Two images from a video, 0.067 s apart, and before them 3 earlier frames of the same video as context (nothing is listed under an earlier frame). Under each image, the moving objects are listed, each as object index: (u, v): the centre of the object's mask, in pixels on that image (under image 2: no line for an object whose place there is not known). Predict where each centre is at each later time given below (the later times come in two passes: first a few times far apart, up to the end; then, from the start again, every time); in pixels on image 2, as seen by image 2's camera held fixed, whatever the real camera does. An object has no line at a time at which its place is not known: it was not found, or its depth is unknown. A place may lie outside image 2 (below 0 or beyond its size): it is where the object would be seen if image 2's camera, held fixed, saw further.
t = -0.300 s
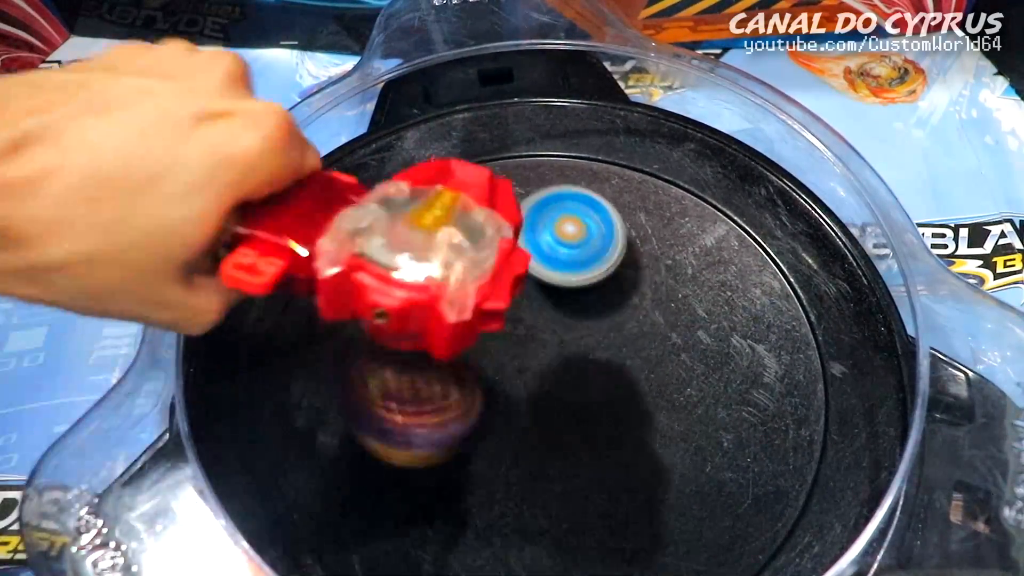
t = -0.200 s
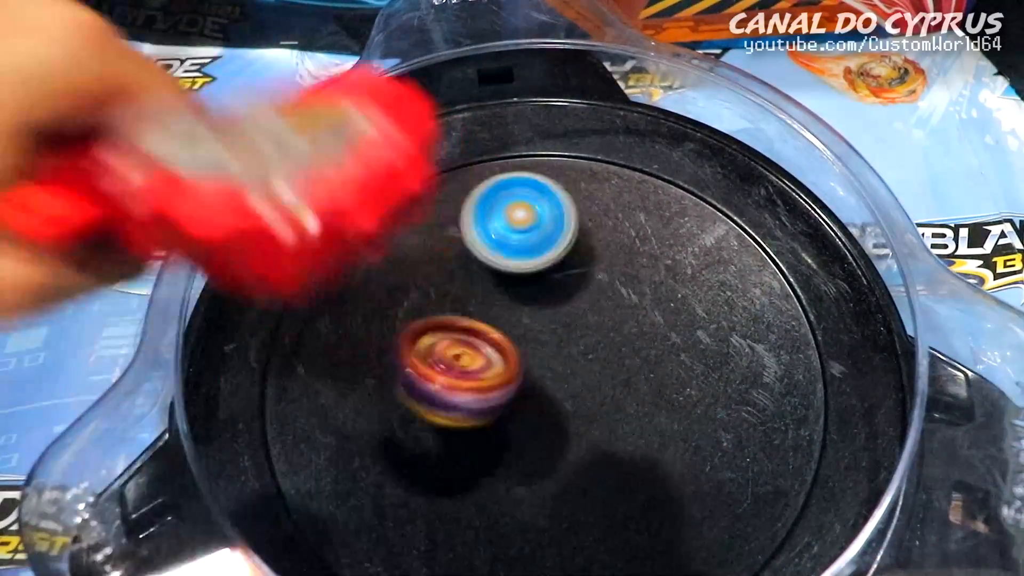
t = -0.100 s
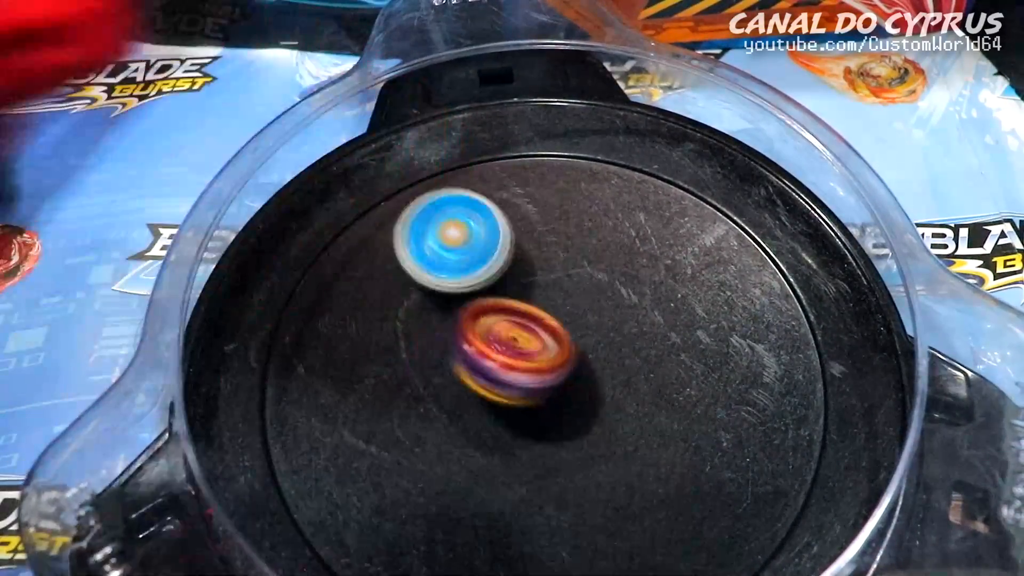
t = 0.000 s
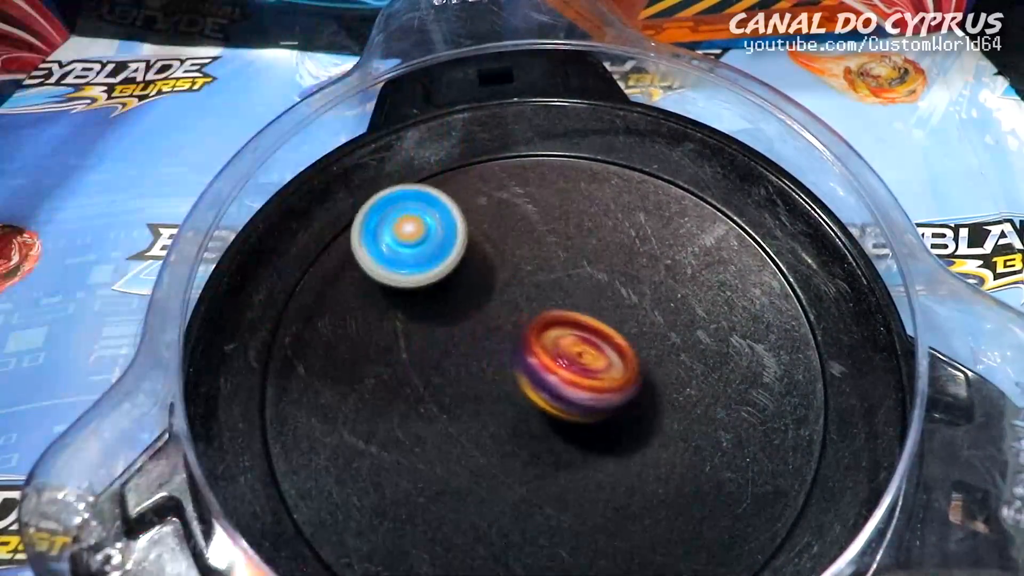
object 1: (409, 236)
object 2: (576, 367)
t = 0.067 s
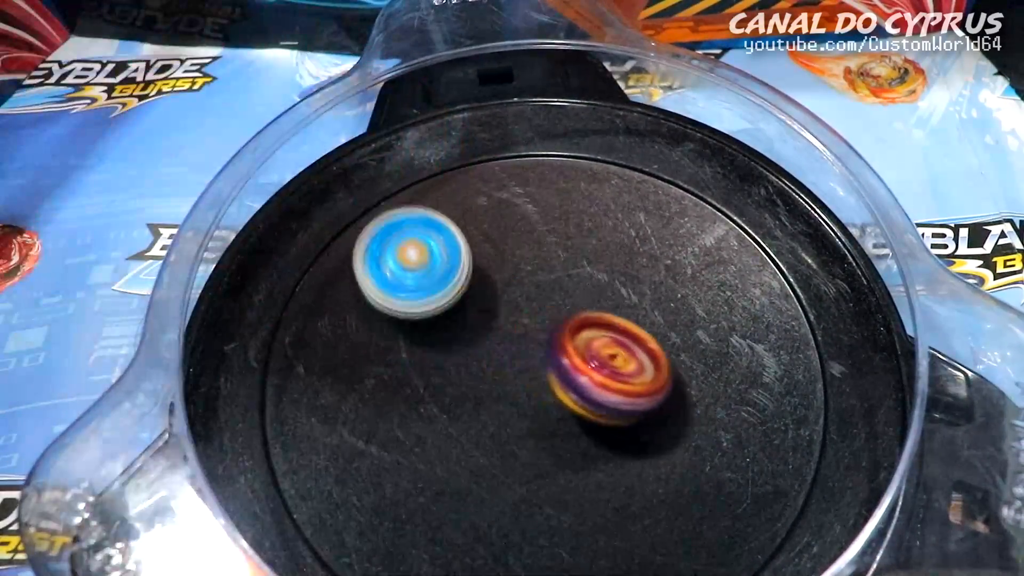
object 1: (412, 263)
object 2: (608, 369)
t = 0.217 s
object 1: (498, 374)
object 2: (625, 353)
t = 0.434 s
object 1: (508, 447)
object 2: (681, 295)
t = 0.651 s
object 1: (681, 338)
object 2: (468, 299)
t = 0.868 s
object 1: (590, 205)
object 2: (234, 352)
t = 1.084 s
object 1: (408, 351)
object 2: (334, 463)
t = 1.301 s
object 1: (626, 433)
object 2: (469, 527)
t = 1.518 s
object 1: (744, 296)
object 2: (532, 339)
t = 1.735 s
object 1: (595, 251)
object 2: (436, 183)
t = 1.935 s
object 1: (567, 438)
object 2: (315, 240)
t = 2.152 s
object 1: (673, 487)
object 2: (378, 402)
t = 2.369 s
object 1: (712, 342)
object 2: (549, 338)
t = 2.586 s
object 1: (690, 328)
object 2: (430, 173)
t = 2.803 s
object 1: (475, 405)
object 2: (353, 270)
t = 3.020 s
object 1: (519, 538)
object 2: (528, 375)
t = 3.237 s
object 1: (673, 444)
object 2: (699, 267)
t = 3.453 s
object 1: (561, 336)
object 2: (632, 154)
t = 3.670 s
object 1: (402, 388)
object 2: (471, 225)
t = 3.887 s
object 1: (495, 527)
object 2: (589, 419)
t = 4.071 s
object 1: (611, 412)
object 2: (789, 381)
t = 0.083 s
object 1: (417, 272)
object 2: (614, 369)
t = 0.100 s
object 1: (424, 285)
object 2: (618, 368)
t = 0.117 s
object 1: (431, 299)
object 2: (621, 366)
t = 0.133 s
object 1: (440, 312)
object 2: (624, 366)
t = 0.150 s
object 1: (452, 327)
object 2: (626, 363)
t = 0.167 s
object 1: (463, 338)
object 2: (626, 362)
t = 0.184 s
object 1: (477, 351)
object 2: (626, 360)
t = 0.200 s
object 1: (491, 363)
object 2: (624, 357)
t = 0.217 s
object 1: (498, 374)
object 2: (625, 353)
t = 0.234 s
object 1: (492, 382)
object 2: (638, 348)
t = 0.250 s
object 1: (484, 391)
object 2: (652, 344)
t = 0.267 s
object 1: (475, 401)
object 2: (663, 338)
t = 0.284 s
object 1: (470, 409)
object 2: (673, 333)
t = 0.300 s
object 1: (466, 416)
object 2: (680, 328)
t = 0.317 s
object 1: (463, 423)
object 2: (687, 323)
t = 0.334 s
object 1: (464, 428)
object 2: (691, 317)
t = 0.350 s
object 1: (467, 433)
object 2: (694, 312)
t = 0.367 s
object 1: (471, 438)
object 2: (695, 308)
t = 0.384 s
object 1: (477, 441)
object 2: (694, 304)
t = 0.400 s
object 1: (486, 444)
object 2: (691, 300)
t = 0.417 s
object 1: (497, 447)
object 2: (686, 297)
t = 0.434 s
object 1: (508, 447)
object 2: (681, 295)
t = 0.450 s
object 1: (521, 447)
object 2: (673, 293)
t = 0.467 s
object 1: (537, 444)
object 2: (663, 291)
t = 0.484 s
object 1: (551, 441)
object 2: (651, 289)
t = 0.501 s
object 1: (566, 437)
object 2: (638, 289)
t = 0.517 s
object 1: (582, 430)
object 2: (624, 289)
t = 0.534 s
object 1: (599, 423)
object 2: (609, 289)
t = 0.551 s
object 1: (614, 415)
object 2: (592, 289)
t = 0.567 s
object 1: (627, 404)
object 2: (574, 290)
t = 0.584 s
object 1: (641, 393)
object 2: (554, 292)
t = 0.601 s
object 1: (654, 381)
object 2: (534, 293)
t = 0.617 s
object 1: (665, 368)
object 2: (513, 295)
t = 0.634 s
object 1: (674, 353)
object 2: (491, 297)
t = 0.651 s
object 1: (681, 338)
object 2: (468, 299)
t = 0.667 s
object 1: (687, 323)
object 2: (446, 301)
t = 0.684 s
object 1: (690, 309)
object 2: (422, 303)
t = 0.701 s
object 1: (690, 296)
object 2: (398, 304)
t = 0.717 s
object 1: (688, 283)
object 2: (375, 307)
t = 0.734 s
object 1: (683, 269)
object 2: (351, 309)
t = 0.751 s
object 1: (678, 257)
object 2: (328, 311)
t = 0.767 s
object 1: (670, 246)
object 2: (304, 314)
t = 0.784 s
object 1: (661, 235)
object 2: (281, 317)
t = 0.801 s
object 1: (648, 226)
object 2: (261, 320)
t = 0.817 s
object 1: (635, 218)
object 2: (247, 325)
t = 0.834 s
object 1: (622, 212)
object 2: (237, 333)
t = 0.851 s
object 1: (607, 208)
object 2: (234, 343)
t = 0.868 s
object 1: (590, 205)
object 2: (234, 352)
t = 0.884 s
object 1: (571, 204)
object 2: (235, 363)
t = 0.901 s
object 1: (555, 204)
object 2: (238, 373)
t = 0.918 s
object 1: (538, 208)
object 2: (241, 383)
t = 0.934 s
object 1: (519, 213)
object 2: (244, 392)
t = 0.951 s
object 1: (500, 221)
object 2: (249, 402)
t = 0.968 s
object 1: (484, 230)
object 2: (253, 410)
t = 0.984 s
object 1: (469, 241)
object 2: (259, 420)
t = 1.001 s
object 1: (454, 256)
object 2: (267, 427)
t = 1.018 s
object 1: (440, 272)
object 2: (278, 436)
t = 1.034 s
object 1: (429, 288)
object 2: (289, 445)
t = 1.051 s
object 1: (421, 308)
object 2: (304, 452)
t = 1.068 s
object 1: (414, 330)
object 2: (318, 458)
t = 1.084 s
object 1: (408, 351)
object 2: (334, 463)
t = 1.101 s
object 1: (408, 367)
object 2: (345, 470)
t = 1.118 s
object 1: (419, 379)
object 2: (348, 488)
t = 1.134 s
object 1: (432, 386)
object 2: (352, 505)
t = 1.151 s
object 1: (448, 393)
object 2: (357, 518)
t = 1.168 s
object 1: (467, 403)
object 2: (361, 526)
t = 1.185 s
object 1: (485, 411)
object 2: (367, 533)
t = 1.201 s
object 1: (506, 420)
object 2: (380, 536)
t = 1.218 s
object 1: (527, 425)
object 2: (395, 537)
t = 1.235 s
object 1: (547, 430)
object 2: (412, 537)
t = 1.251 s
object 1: (568, 432)
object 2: (427, 536)
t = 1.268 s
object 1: (588, 435)
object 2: (442, 534)
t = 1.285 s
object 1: (607, 434)
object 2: (455, 531)
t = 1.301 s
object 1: (626, 433)
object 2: (469, 527)
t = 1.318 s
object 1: (644, 430)
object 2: (480, 521)
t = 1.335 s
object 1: (662, 425)
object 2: (491, 512)
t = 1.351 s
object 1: (677, 419)
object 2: (500, 501)
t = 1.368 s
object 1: (692, 412)
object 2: (507, 487)
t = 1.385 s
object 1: (705, 403)
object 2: (515, 474)
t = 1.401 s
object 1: (717, 391)
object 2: (519, 458)
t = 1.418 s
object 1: (728, 380)
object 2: (524, 438)
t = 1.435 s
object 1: (736, 368)
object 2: (529, 421)
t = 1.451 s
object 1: (743, 354)
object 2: (530, 407)
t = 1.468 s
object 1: (747, 340)
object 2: (532, 390)
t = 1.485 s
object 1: (748, 325)
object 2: (533, 374)
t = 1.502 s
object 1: (748, 311)
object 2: (533, 357)
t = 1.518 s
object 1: (744, 296)
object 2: (532, 339)
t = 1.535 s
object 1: (738, 282)
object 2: (531, 324)
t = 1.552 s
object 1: (730, 269)
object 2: (529, 308)
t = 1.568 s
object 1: (720, 258)
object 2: (525, 293)
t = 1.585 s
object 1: (708, 249)
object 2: (522, 279)
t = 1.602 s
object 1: (694, 241)
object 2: (517, 265)
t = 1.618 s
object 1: (678, 234)
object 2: (512, 253)
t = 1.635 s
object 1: (660, 229)
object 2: (507, 242)
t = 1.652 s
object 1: (642, 226)
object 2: (501, 231)
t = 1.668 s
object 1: (625, 225)
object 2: (494, 222)
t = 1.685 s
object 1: (609, 227)
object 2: (487, 213)
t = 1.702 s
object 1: (603, 232)
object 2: (473, 203)
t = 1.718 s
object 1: (599, 240)
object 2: (455, 193)
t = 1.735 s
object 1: (595, 251)
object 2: (436, 183)
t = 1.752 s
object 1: (591, 263)
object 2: (419, 175)
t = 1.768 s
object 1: (585, 276)
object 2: (402, 169)
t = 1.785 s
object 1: (579, 290)
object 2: (384, 162)
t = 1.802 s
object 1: (575, 306)
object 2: (368, 158)
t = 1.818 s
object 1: (571, 323)
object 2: (353, 159)
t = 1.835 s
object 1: (569, 341)
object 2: (345, 171)
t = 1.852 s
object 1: (568, 359)
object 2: (339, 181)
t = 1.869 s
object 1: (566, 377)
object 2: (333, 193)
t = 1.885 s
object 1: (565, 394)
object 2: (327, 204)
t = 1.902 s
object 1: (564, 410)
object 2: (322, 215)
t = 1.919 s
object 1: (565, 424)
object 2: (319, 227)
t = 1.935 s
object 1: (567, 438)
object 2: (315, 240)
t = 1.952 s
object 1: (569, 450)
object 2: (313, 254)
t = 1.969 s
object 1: (574, 462)
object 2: (314, 270)
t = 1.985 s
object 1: (579, 473)
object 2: (314, 285)
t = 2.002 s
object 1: (586, 482)
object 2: (315, 298)
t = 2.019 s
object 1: (595, 491)
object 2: (317, 312)
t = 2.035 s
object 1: (605, 497)
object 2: (319, 327)
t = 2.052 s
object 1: (615, 502)
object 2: (324, 342)
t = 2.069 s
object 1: (627, 504)
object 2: (330, 353)
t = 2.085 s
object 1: (637, 506)
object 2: (336, 367)
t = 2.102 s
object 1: (647, 503)
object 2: (344, 378)
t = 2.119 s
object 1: (657, 500)
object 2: (354, 387)
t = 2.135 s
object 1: (666, 493)
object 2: (365, 396)
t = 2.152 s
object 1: (673, 487)
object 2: (378, 402)
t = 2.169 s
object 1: (678, 478)
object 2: (393, 407)
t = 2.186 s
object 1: (683, 468)
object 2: (408, 410)
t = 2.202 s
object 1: (687, 457)
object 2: (423, 410)
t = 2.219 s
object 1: (691, 445)
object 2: (441, 409)
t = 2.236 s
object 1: (693, 433)
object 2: (457, 407)
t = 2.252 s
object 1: (694, 420)
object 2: (473, 403)
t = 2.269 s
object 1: (694, 406)
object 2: (489, 398)
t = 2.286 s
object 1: (693, 393)
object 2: (506, 390)
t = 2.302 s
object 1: (691, 381)
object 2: (522, 382)
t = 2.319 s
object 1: (690, 370)
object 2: (538, 372)
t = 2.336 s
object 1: (687, 360)
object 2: (552, 362)
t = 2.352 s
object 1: (697, 351)
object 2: (553, 350)
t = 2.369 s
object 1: (712, 342)
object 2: (549, 338)
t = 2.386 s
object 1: (726, 336)
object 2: (543, 323)
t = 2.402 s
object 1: (738, 332)
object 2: (537, 308)
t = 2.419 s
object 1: (746, 327)
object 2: (530, 293)
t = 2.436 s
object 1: (753, 324)
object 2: (524, 279)
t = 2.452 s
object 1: (756, 320)
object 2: (516, 263)
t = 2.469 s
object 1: (757, 319)
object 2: (509, 250)
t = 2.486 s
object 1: (755, 317)
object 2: (500, 237)
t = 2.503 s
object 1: (750, 317)
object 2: (488, 223)
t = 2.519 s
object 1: (742, 317)
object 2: (479, 211)
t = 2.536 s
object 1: (733, 319)
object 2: (467, 200)
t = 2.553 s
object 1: (720, 321)
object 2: (456, 190)
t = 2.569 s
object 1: (706, 324)
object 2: (443, 181)
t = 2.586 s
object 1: (690, 328)
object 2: (430, 173)
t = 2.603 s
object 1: (672, 331)
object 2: (416, 164)
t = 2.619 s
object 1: (653, 334)
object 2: (406, 162)
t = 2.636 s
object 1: (633, 339)
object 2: (396, 162)
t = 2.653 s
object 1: (615, 345)
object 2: (388, 168)
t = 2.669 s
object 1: (596, 351)
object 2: (381, 175)
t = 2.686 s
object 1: (578, 358)
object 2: (375, 184)
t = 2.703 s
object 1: (561, 364)
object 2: (370, 195)
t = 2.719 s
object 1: (543, 370)
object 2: (365, 207)
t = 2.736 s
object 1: (527, 376)
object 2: (361, 219)
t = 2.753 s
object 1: (511, 382)
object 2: (359, 232)
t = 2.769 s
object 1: (498, 389)
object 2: (356, 244)
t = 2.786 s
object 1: (486, 397)
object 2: (355, 257)
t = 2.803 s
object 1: (475, 405)
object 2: (353, 270)
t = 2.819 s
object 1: (466, 415)
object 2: (353, 282)
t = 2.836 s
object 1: (458, 425)
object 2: (358, 295)
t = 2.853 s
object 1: (452, 436)
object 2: (364, 309)
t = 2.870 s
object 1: (448, 447)
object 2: (374, 322)
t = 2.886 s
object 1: (446, 458)
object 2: (385, 334)
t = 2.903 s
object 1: (446, 470)
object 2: (398, 346)
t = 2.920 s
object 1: (449, 484)
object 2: (413, 355)
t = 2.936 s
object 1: (455, 499)
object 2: (430, 362)
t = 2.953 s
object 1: (463, 513)
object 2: (449, 367)
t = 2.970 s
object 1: (474, 522)
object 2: (468, 371)
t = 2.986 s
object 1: (488, 529)
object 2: (488, 374)
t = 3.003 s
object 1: (502, 535)
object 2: (508, 375)
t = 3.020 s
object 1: (519, 538)
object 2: (528, 375)
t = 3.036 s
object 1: (536, 541)
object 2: (548, 373)
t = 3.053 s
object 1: (554, 542)
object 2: (568, 369)
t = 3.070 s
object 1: (571, 541)
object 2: (586, 364)
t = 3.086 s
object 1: (586, 539)
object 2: (603, 358)
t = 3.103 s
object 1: (601, 536)
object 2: (620, 352)
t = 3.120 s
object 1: (615, 531)
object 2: (635, 344)
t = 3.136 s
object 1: (627, 526)
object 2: (649, 334)
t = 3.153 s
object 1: (638, 518)
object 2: (661, 324)
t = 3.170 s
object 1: (648, 505)
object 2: (671, 313)
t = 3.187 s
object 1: (657, 490)
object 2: (680, 302)
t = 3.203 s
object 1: (664, 474)
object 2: (688, 290)
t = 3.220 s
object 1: (669, 459)
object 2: (695, 279)
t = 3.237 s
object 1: (673, 444)
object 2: (699, 267)
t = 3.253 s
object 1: (675, 430)
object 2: (701, 255)
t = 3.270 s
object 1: (675, 417)
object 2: (703, 242)
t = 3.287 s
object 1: (674, 406)
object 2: (704, 231)
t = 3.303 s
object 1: (671, 395)
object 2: (703, 219)
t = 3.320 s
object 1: (666, 385)
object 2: (700, 208)
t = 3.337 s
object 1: (659, 376)
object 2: (696, 197)
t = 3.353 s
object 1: (650, 367)
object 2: (691, 187)
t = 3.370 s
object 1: (639, 359)
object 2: (684, 178)
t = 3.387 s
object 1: (626, 352)
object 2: (676, 169)
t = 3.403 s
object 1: (611, 346)
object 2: (667, 161)
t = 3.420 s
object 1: (595, 342)
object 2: (658, 155)
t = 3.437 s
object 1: (578, 338)
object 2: (645, 153)
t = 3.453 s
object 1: (561, 336)
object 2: (632, 154)
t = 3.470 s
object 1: (544, 333)
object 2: (619, 153)
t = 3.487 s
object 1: (527, 332)
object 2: (606, 153)
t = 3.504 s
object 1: (510, 331)
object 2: (593, 153)
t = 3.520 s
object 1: (495, 331)
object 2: (580, 154)
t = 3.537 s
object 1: (480, 334)
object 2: (566, 155)
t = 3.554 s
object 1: (466, 336)
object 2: (553, 157)
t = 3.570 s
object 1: (454, 340)
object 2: (538, 160)
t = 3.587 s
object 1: (442, 346)
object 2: (524, 165)
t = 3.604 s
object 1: (431, 352)
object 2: (510, 172)
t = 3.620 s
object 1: (421, 359)
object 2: (498, 183)
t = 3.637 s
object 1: (414, 368)
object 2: (487, 195)
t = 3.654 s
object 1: (407, 377)
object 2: (478, 209)
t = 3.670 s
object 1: (402, 388)
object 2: (471, 225)
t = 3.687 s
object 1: (398, 399)
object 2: (465, 240)
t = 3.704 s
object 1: (396, 411)
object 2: (462, 258)
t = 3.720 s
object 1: (396, 424)
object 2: (462, 276)
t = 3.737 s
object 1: (398, 438)
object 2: (463, 296)
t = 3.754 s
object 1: (403, 453)
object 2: (467, 315)
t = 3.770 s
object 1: (412, 467)
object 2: (472, 334)
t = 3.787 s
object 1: (423, 479)
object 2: (481, 353)
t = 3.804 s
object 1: (434, 492)
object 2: (495, 369)
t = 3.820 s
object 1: (444, 506)
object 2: (510, 382)
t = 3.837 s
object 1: (455, 516)
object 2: (527, 394)
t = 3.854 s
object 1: (467, 522)
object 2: (547, 403)
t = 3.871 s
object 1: (481, 525)
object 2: (567, 412)
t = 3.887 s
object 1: (495, 527)
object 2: (589, 419)
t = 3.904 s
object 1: (510, 527)
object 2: (610, 424)
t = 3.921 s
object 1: (527, 525)
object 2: (631, 428)
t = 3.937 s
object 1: (543, 521)
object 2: (651, 429)
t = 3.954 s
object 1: (558, 515)
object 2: (672, 428)
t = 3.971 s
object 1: (572, 505)
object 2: (691, 426)
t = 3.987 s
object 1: (585, 491)
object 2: (710, 422)
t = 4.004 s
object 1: (594, 477)
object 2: (727, 416)
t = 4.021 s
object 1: (602, 461)
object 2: (745, 411)
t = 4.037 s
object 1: (607, 445)
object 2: (761, 403)
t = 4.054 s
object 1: (611, 429)
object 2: (776, 392)
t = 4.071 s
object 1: (611, 412)
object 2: (789, 381)
